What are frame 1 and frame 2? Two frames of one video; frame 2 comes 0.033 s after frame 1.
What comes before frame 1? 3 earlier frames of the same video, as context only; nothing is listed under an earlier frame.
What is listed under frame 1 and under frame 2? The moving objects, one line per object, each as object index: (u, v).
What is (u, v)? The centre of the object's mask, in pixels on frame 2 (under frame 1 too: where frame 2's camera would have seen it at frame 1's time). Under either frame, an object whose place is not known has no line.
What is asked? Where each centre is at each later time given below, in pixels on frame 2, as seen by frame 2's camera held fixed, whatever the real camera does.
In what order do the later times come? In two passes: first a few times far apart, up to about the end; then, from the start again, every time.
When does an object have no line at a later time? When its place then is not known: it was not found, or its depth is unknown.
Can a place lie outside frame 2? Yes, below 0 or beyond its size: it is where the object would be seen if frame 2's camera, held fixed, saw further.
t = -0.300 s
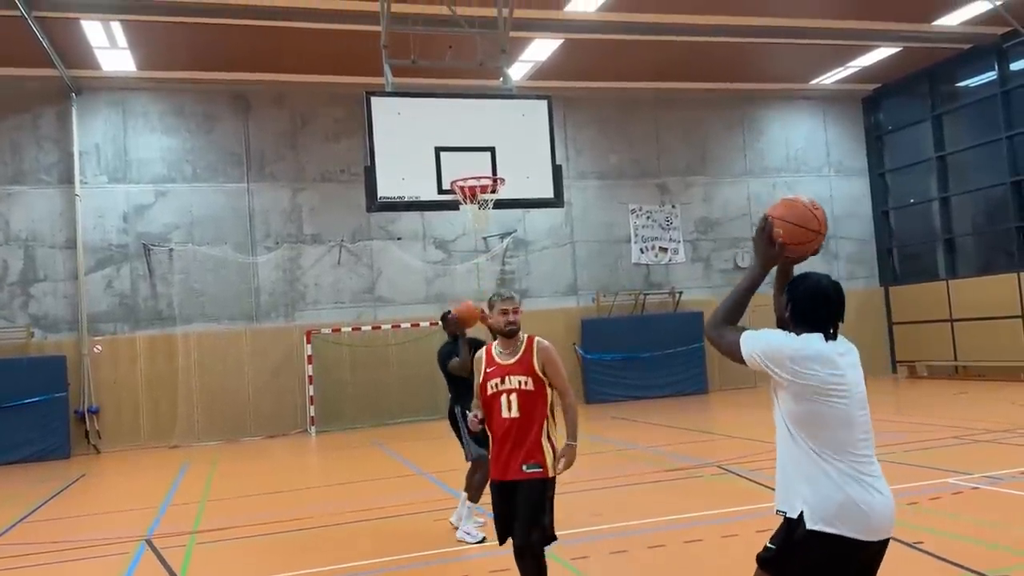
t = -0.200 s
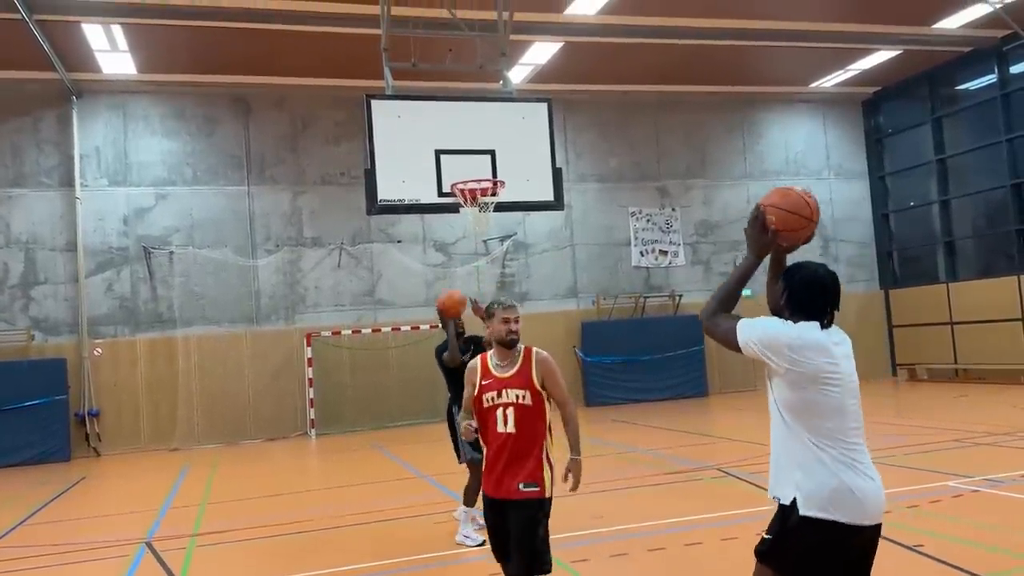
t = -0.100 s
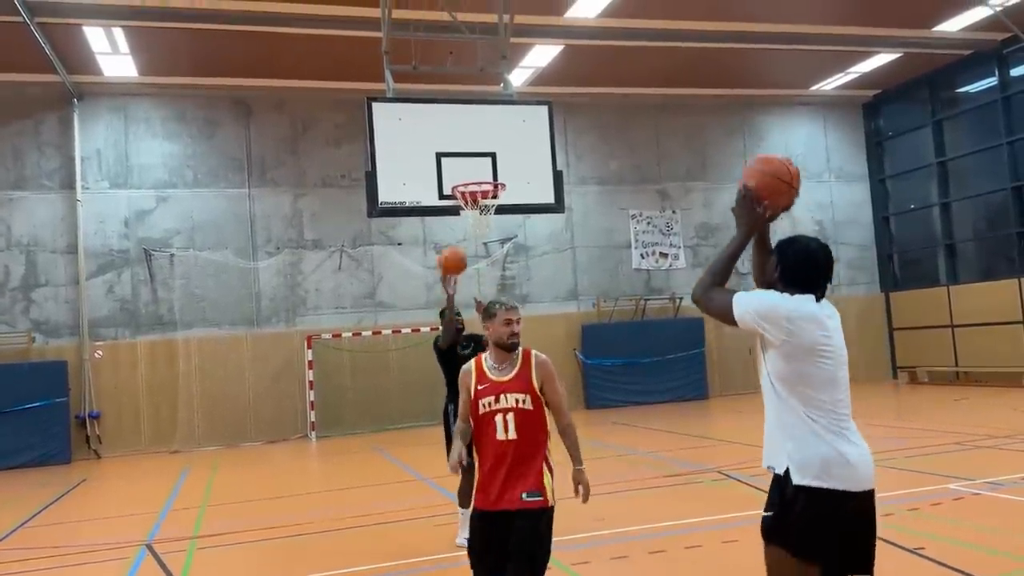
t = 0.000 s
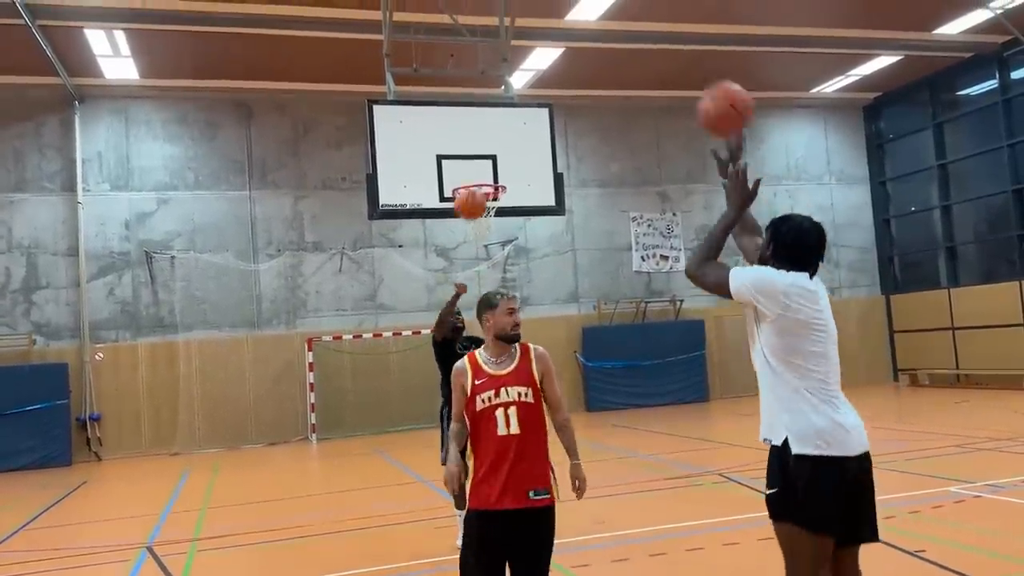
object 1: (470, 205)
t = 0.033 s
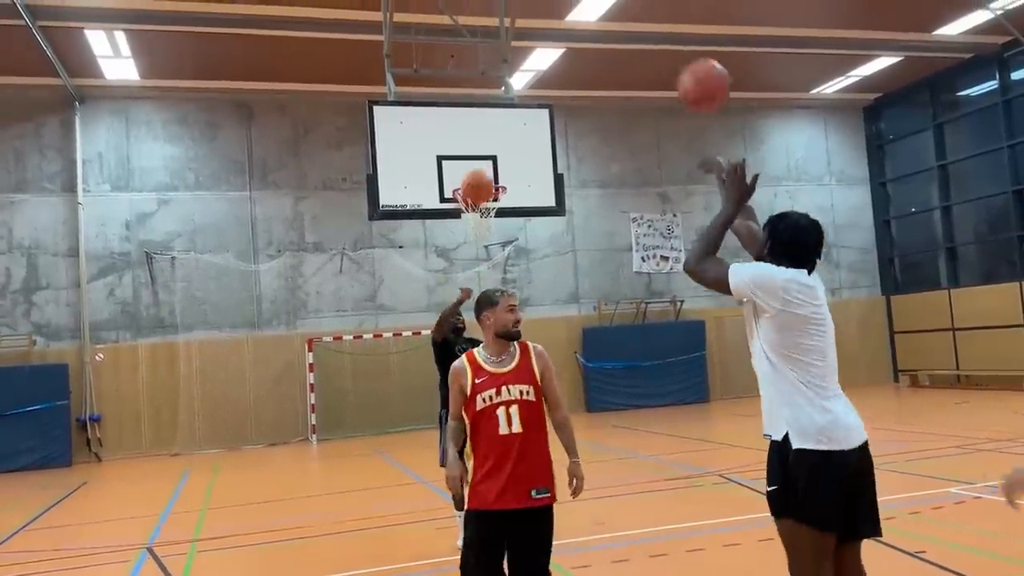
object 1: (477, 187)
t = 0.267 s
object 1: (535, 81)
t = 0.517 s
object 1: (639, 31)
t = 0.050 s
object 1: (481, 178)
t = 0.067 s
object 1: (484, 168)
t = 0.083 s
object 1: (488, 160)
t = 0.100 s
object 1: (491, 152)
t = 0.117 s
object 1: (495, 144)
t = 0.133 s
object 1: (499, 136)
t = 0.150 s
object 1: (503, 128)
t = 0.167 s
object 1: (508, 120)
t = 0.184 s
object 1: (512, 113)
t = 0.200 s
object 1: (516, 107)
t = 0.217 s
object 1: (521, 100)
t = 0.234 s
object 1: (525, 93)
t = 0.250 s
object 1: (530, 87)
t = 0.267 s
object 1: (535, 81)
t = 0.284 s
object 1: (541, 75)
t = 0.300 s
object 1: (546, 69)
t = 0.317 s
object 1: (552, 63)
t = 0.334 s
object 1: (559, 59)
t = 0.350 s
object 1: (565, 54)
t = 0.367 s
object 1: (570, 49)
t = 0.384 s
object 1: (577, 45)
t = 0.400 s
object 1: (583, 43)
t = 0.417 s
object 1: (590, 40)
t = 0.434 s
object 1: (598, 38)
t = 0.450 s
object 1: (605, 36)
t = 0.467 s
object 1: (613, 33)
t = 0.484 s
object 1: (621, 31)
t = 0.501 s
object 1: (629, 31)
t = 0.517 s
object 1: (639, 31)
